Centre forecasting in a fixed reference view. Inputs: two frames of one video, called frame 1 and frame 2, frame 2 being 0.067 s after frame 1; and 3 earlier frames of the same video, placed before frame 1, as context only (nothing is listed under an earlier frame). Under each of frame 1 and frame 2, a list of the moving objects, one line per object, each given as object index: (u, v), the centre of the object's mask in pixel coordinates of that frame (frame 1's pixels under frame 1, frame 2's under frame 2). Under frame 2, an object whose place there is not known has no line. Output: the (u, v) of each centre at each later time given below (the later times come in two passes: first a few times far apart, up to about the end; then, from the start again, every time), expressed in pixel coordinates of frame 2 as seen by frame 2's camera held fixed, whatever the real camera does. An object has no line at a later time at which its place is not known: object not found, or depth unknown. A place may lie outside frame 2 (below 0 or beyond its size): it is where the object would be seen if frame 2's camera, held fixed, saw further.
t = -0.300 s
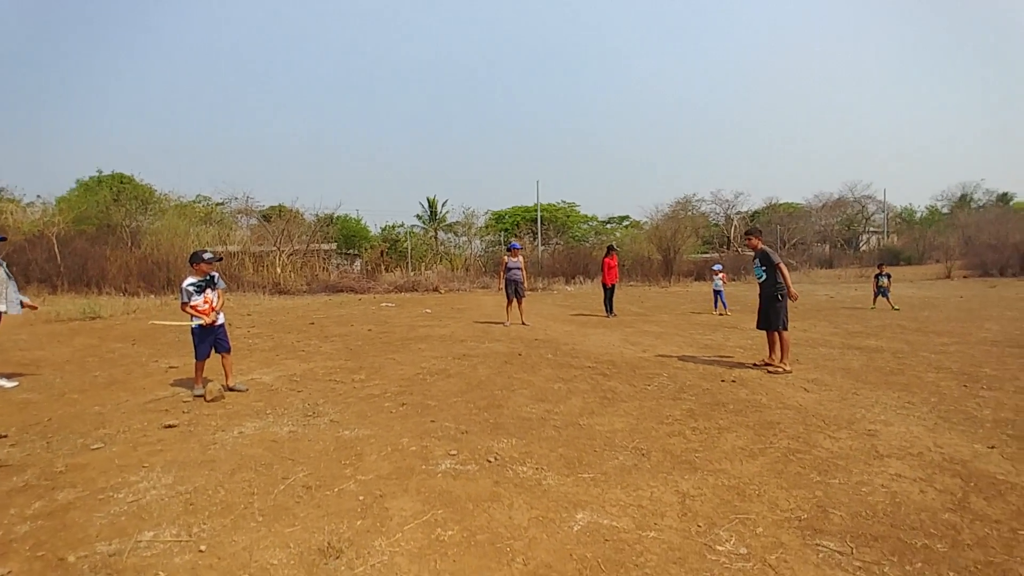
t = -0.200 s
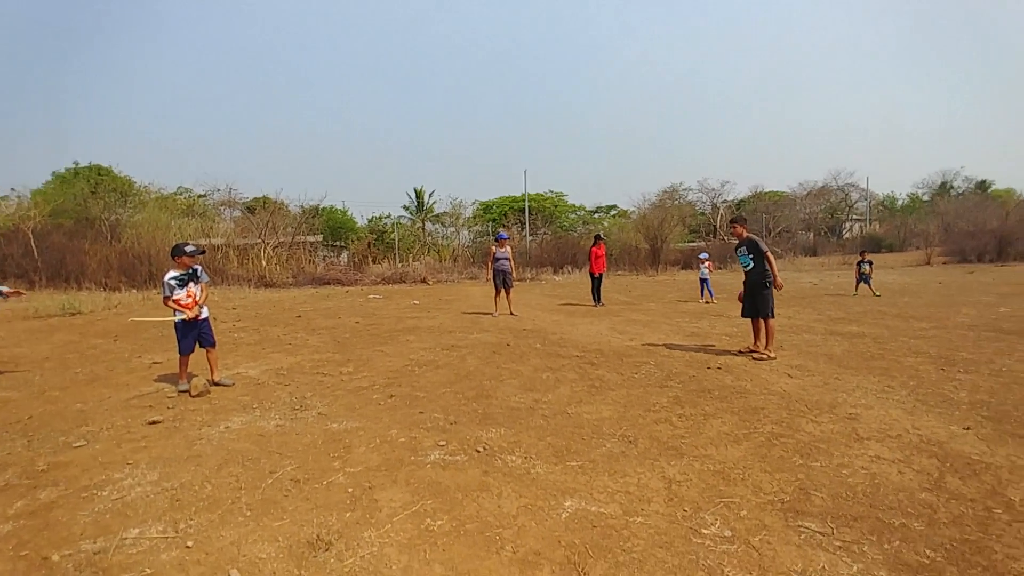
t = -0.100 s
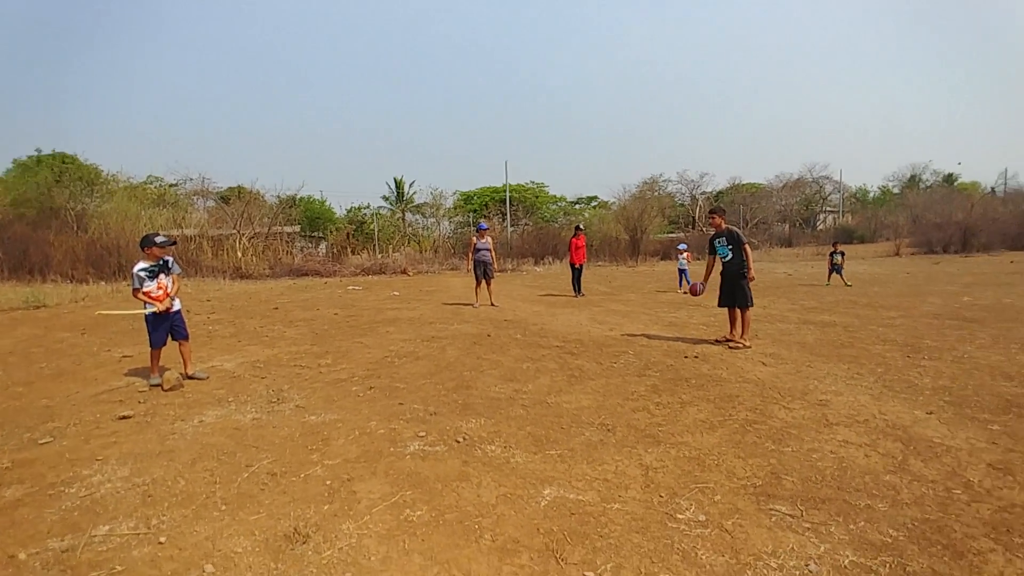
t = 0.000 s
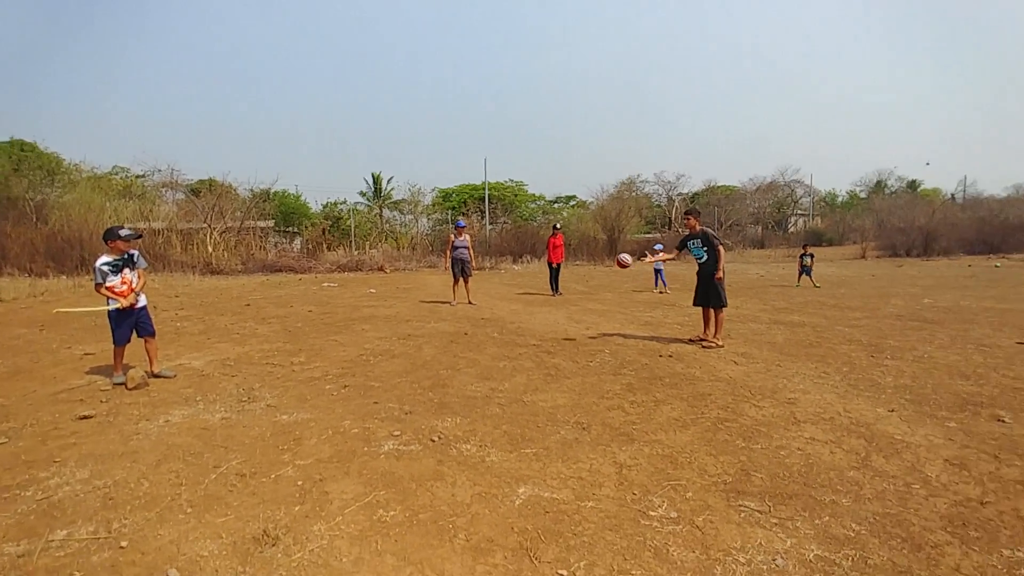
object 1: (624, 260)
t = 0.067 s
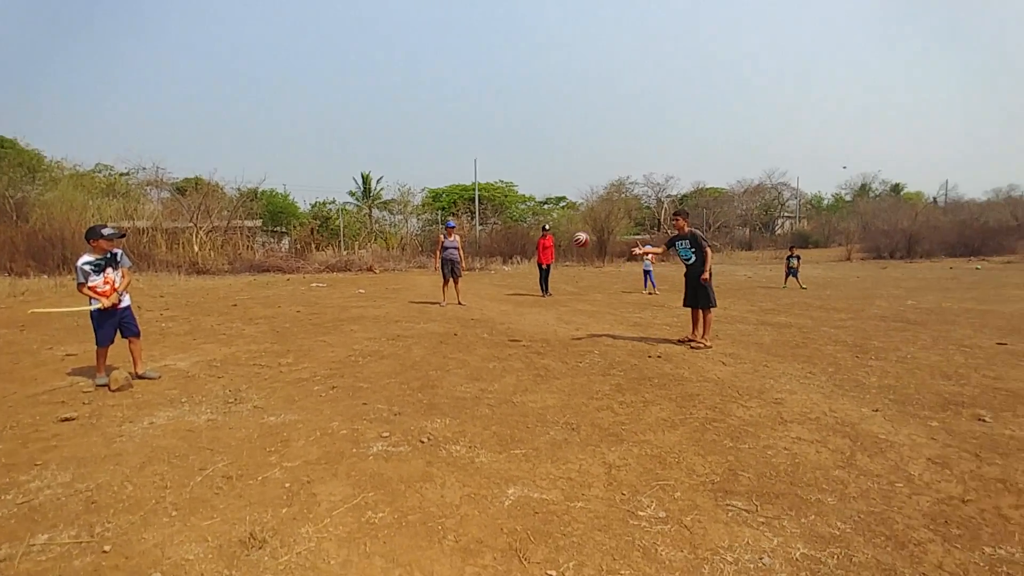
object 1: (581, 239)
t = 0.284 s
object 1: (472, 187)
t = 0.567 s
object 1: (327, 187)
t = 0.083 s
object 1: (573, 234)
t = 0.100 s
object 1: (565, 229)
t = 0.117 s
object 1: (556, 223)
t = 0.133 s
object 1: (548, 219)
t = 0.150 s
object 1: (539, 214)
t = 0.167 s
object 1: (531, 210)
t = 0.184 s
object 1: (523, 206)
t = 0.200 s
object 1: (514, 202)
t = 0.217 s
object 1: (506, 198)
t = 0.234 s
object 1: (497, 195)
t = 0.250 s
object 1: (489, 192)
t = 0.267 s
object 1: (480, 189)
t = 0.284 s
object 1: (472, 187)
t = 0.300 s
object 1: (463, 184)
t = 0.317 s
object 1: (455, 182)
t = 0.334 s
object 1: (446, 180)
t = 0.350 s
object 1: (438, 179)
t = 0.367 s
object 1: (429, 178)
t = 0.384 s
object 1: (421, 176)
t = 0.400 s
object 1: (412, 176)
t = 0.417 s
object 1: (403, 175)
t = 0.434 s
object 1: (395, 175)
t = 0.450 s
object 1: (386, 175)
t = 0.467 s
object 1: (378, 175)
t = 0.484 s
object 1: (368, 177)
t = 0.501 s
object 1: (360, 178)
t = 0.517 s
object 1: (352, 180)
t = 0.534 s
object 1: (344, 182)
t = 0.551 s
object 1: (335, 185)
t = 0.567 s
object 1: (327, 187)
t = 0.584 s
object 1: (319, 190)
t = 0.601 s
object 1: (311, 193)
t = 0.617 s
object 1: (303, 197)
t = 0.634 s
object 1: (295, 200)
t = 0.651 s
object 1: (287, 204)
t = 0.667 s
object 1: (279, 209)
